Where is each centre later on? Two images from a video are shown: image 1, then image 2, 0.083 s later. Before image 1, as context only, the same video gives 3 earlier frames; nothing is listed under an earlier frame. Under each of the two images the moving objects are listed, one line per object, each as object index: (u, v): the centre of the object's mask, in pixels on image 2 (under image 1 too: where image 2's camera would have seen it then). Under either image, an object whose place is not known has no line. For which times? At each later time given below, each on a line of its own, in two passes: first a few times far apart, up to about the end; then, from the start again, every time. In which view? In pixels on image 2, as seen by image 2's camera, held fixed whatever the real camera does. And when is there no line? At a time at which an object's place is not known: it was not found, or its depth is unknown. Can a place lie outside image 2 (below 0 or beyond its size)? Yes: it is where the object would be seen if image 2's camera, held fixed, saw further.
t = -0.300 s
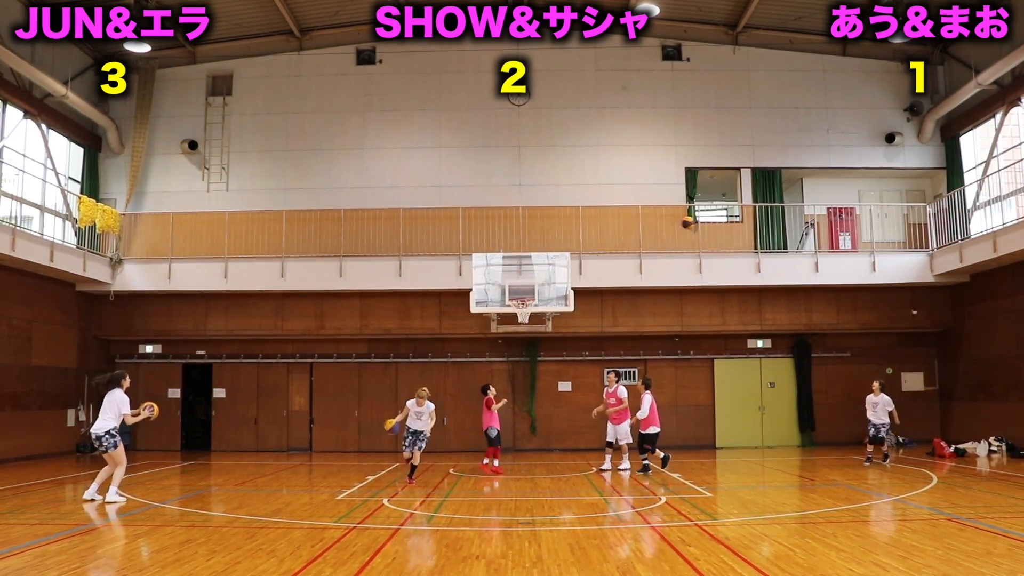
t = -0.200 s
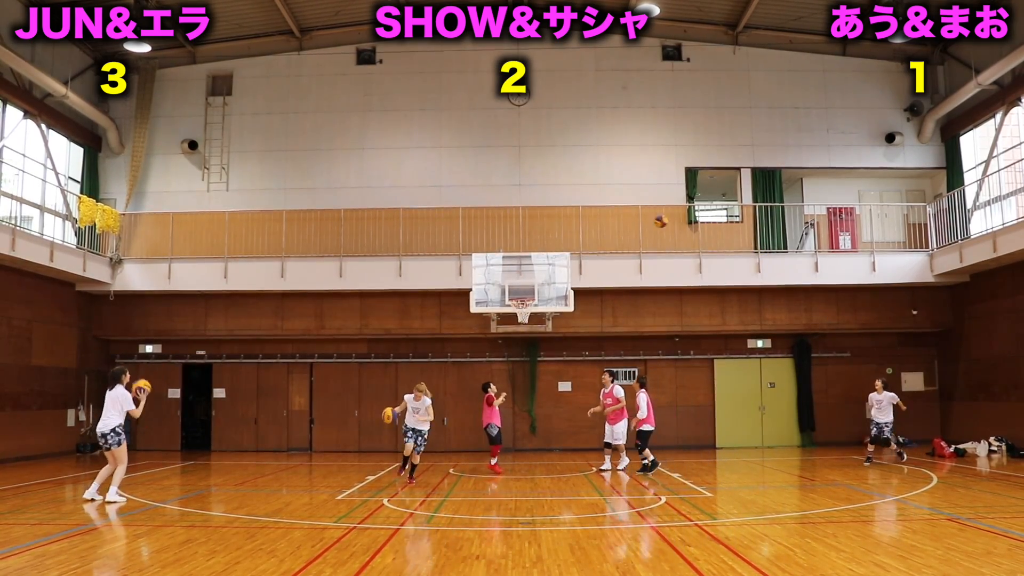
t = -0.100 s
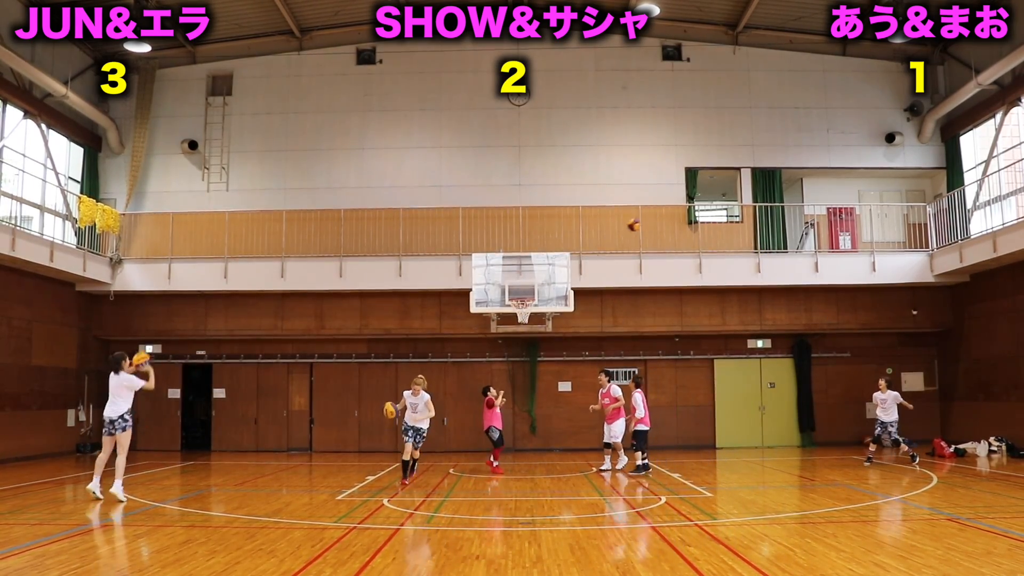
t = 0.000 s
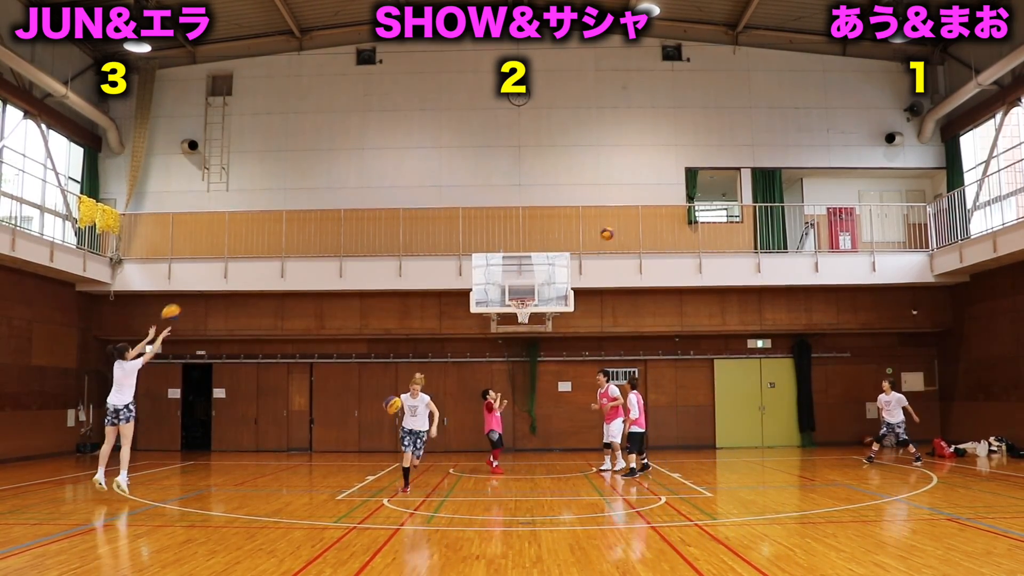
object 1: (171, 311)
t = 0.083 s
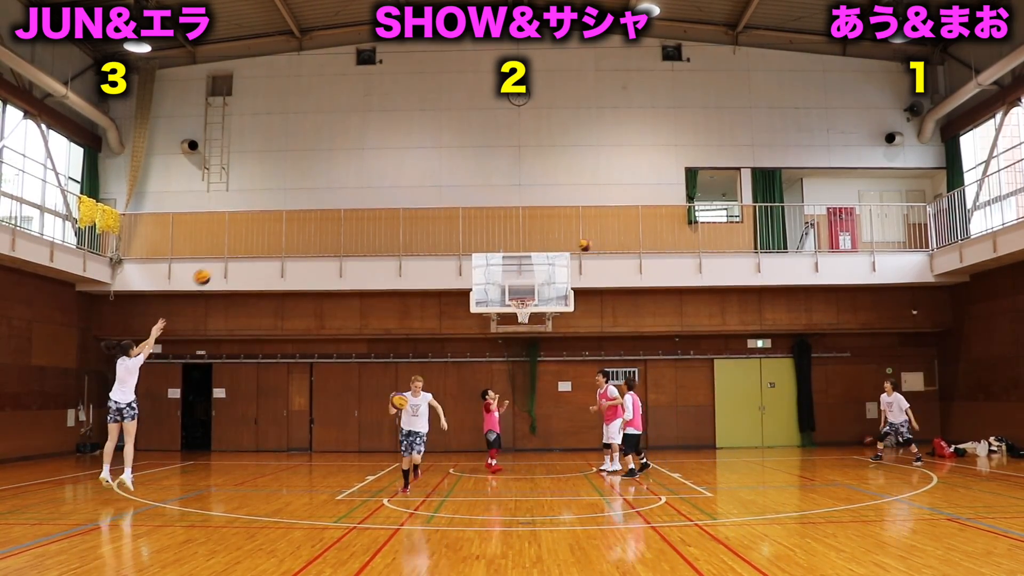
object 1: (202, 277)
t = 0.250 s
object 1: (260, 224)
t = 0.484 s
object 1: (332, 187)
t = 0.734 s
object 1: (400, 187)
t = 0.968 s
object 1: (457, 219)
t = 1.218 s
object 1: (513, 285)
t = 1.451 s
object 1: (533, 317)
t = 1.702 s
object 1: (539, 350)
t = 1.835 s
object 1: (543, 381)
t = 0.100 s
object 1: (208, 270)
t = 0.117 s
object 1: (214, 264)
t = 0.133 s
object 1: (219, 259)
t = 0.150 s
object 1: (226, 252)
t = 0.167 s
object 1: (232, 248)
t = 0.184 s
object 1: (237, 242)
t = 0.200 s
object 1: (243, 237)
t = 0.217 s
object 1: (248, 233)
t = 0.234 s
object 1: (254, 228)
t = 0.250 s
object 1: (260, 224)
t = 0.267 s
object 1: (265, 220)
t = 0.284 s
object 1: (270, 216)
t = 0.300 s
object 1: (276, 212)
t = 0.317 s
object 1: (281, 209)
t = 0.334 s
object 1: (286, 206)
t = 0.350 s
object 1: (292, 203)
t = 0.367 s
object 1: (297, 200)
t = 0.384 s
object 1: (302, 198)
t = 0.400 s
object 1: (307, 195)
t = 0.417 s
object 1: (312, 193)
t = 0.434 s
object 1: (317, 192)
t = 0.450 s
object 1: (323, 190)
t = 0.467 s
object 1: (327, 188)
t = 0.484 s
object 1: (332, 187)
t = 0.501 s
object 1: (337, 186)
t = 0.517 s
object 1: (342, 185)
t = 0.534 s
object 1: (346, 184)
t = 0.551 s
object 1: (351, 183)
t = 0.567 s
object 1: (355, 183)
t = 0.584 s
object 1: (360, 183)
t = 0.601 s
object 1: (365, 182)
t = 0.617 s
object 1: (369, 183)
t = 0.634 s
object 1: (374, 183)
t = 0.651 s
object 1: (379, 183)
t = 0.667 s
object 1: (383, 184)
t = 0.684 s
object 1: (388, 185)
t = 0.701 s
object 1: (392, 186)
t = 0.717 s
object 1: (396, 186)
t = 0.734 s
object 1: (400, 187)
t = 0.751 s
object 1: (405, 189)
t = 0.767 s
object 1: (409, 190)
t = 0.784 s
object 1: (413, 192)
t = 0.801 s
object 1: (417, 194)
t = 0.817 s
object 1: (421, 196)
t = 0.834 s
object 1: (426, 198)
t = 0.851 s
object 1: (430, 200)
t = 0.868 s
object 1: (434, 203)
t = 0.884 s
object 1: (437, 205)
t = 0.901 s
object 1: (441, 208)
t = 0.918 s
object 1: (446, 210)
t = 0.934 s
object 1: (449, 213)
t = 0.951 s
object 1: (453, 216)
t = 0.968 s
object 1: (457, 219)
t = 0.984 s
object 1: (461, 223)
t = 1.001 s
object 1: (465, 227)
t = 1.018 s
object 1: (469, 230)
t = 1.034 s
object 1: (472, 234)
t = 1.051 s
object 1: (476, 238)
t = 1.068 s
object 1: (480, 242)
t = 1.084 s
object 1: (484, 246)
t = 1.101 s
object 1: (487, 250)
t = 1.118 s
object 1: (491, 254)
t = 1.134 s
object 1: (494, 259)
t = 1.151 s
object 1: (498, 264)
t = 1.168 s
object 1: (502, 269)
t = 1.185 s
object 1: (505, 274)
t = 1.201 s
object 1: (509, 279)
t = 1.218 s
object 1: (513, 285)
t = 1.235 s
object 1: (515, 289)
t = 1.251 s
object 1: (518, 295)
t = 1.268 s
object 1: (521, 296)
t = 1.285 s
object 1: (524, 305)
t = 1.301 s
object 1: (526, 306)
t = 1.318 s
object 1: (531, 314)
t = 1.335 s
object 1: (531, 313)
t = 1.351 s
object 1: (532, 313)
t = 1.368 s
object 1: (532, 313)
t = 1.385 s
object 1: (532, 313)
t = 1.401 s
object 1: (532, 313)
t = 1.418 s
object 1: (532, 314)
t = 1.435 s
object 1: (532, 316)
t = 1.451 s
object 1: (533, 317)
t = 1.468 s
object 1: (534, 318)
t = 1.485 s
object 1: (534, 319)
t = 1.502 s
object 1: (534, 321)
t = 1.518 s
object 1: (535, 322)
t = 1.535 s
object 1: (535, 324)
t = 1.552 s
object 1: (536, 326)
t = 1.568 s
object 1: (536, 328)
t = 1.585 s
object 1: (537, 331)
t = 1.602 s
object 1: (537, 333)
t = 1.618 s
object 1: (537, 336)
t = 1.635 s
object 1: (538, 339)
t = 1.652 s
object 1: (538, 341)
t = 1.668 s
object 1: (538, 344)
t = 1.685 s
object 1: (539, 348)
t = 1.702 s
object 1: (539, 350)
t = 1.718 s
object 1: (539, 354)
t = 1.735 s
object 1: (540, 357)
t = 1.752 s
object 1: (540, 361)
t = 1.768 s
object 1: (541, 365)
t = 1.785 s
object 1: (541, 369)
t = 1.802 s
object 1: (541, 373)
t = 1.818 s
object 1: (541, 377)
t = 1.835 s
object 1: (543, 381)
